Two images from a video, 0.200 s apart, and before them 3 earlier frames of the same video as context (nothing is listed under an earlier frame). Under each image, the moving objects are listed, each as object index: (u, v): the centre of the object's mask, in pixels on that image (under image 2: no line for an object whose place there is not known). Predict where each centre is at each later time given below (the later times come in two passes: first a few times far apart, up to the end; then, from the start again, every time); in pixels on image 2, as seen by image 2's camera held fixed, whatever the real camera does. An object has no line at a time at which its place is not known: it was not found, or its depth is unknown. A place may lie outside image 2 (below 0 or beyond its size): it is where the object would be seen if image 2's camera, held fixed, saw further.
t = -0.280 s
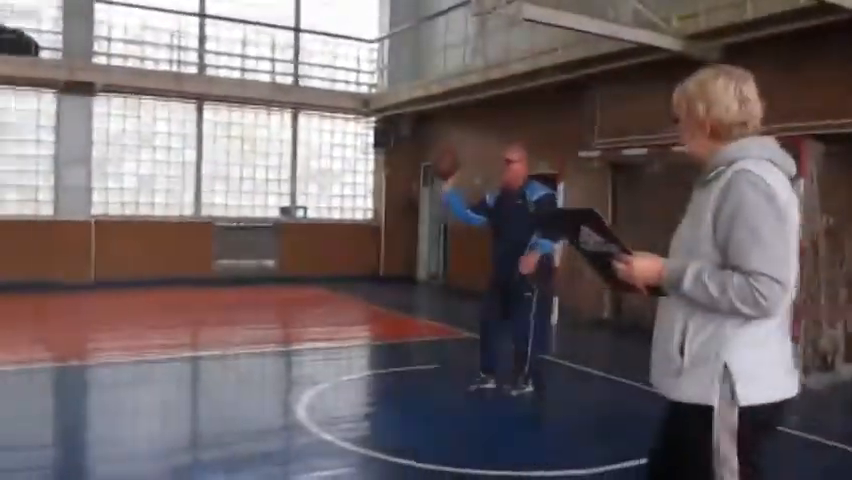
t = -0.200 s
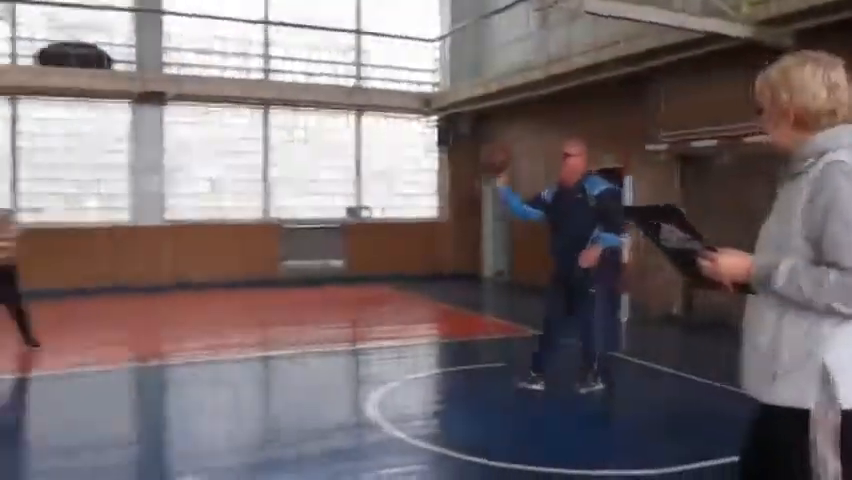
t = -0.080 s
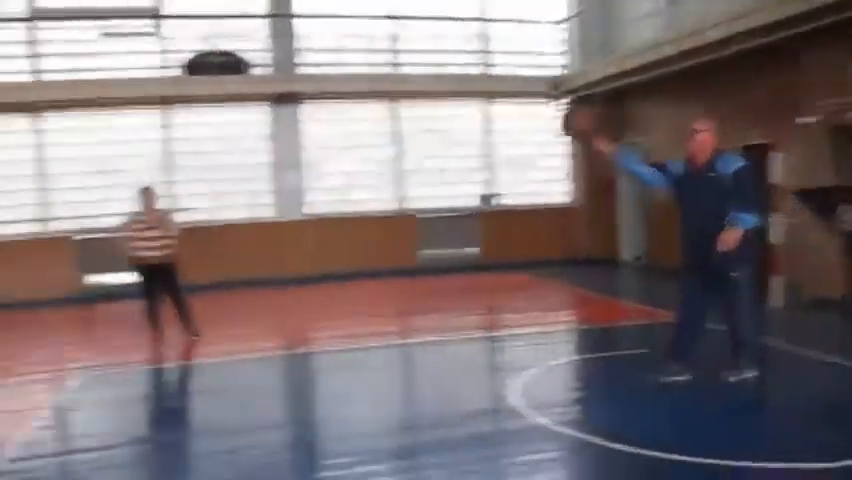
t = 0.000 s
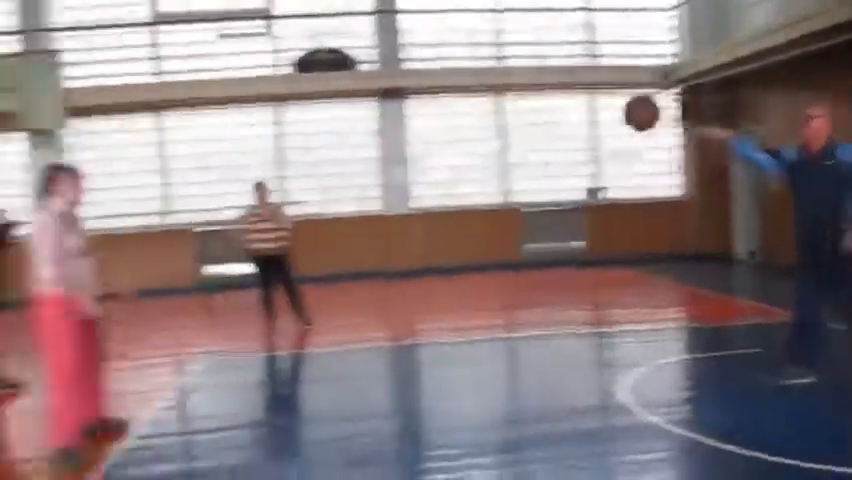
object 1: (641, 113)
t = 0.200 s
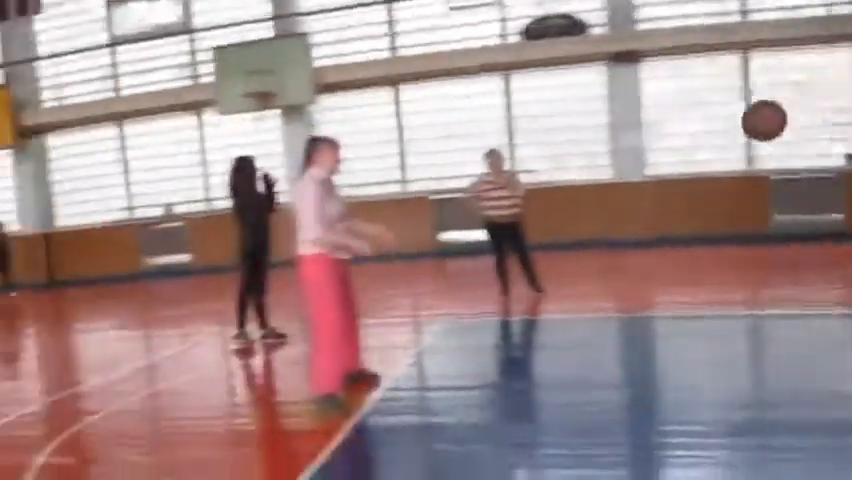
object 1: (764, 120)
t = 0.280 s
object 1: (706, 161)
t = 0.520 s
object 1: (541, 339)
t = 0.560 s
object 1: (514, 377)
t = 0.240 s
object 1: (735, 139)
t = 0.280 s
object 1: (706, 161)
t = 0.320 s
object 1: (678, 184)
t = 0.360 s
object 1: (651, 216)
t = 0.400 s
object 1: (624, 244)
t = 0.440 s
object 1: (595, 271)
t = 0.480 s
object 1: (567, 303)
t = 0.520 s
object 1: (541, 339)
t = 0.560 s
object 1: (514, 377)
